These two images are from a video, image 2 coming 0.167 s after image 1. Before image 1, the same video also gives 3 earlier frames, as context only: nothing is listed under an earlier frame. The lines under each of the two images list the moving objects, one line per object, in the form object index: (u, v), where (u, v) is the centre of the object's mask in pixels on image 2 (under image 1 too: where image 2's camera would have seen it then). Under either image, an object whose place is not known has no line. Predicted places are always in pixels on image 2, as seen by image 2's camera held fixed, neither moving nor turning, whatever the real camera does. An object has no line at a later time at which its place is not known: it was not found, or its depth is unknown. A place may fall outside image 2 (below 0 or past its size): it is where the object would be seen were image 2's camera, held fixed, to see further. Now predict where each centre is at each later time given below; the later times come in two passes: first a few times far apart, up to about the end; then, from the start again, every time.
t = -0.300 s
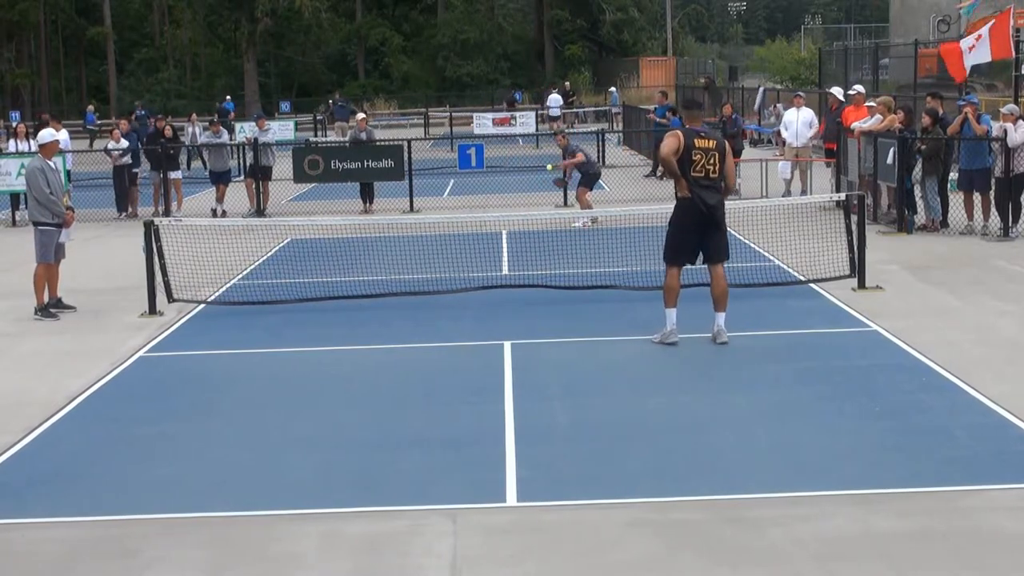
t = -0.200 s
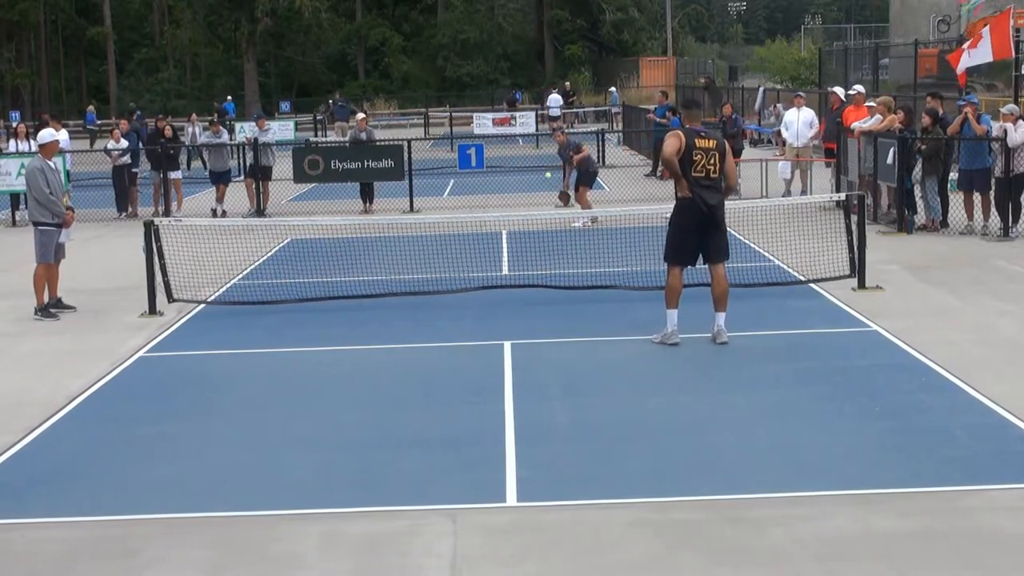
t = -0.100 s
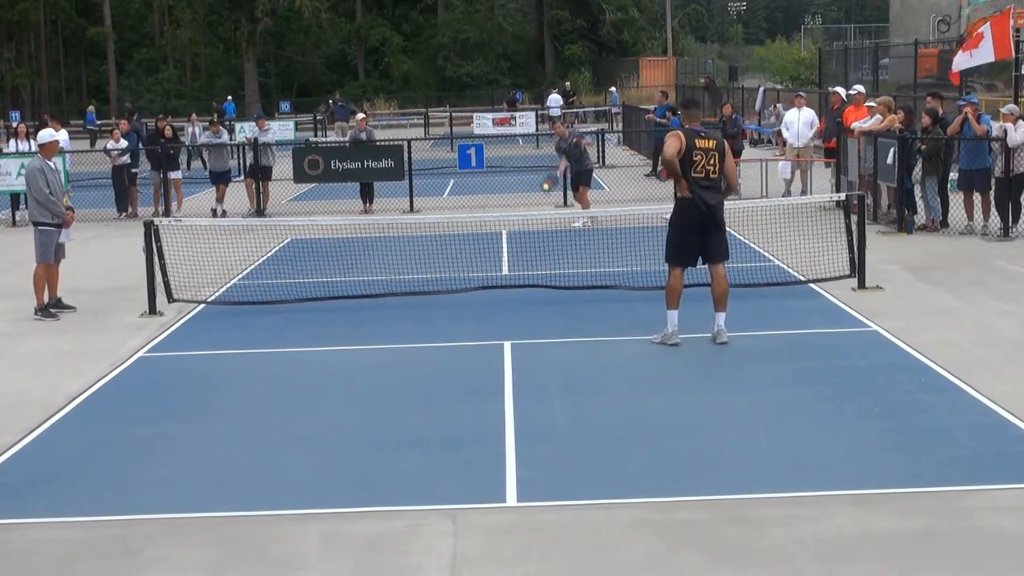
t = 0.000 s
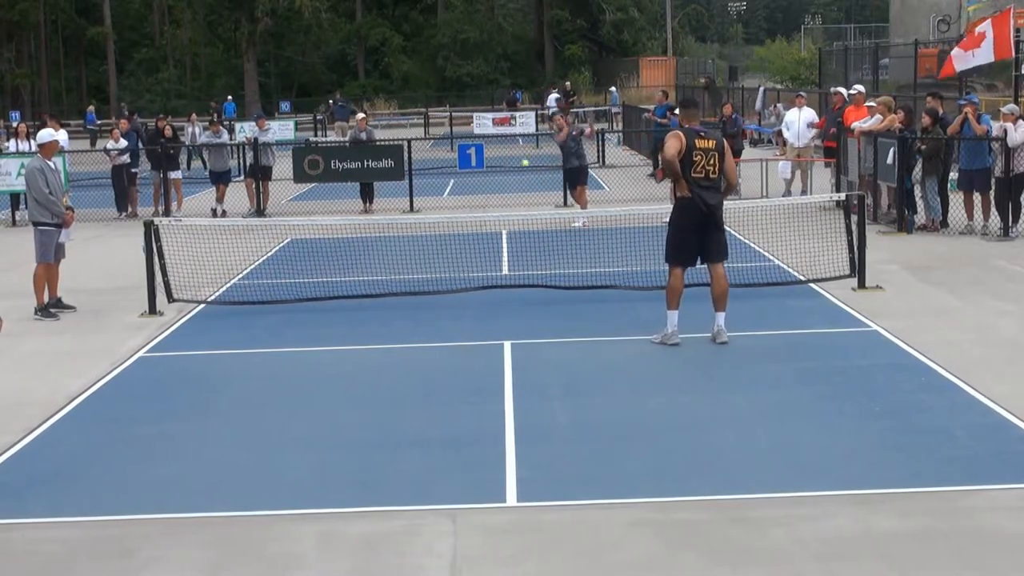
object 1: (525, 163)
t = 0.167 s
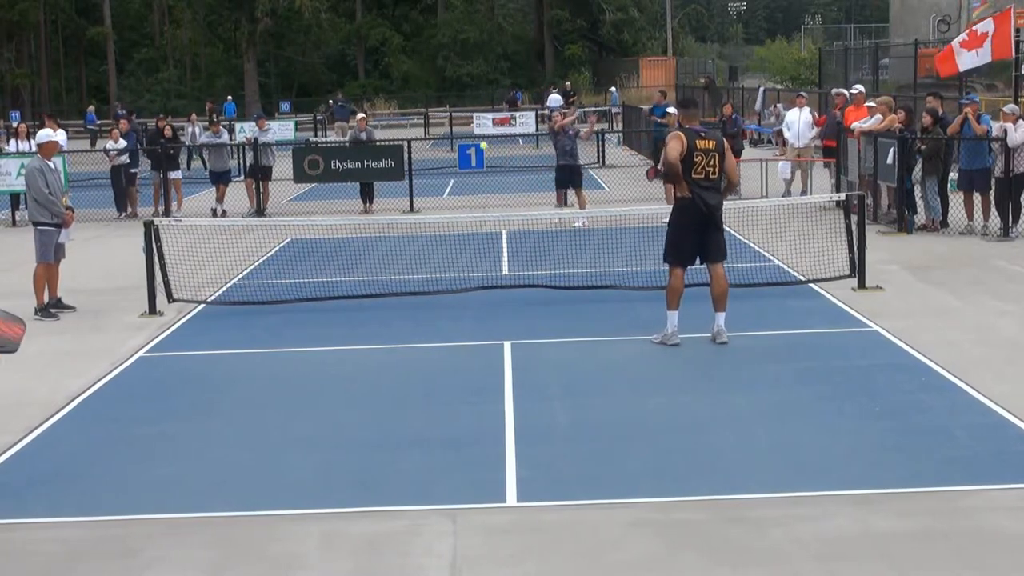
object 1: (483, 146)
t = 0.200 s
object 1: (474, 146)
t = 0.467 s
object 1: (383, 223)
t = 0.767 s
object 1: (240, 401)
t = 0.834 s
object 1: (202, 397)
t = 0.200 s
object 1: (474, 146)
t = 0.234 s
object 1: (464, 149)
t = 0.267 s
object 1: (454, 153)
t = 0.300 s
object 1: (443, 159)
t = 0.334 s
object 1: (432, 167)
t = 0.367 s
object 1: (421, 177)
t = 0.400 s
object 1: (408, 191)
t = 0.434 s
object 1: (397, 205)
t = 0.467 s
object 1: (383, 223)
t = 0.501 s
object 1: (370, 244)
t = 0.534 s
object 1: (355, 268)
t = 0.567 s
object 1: (340, 294)
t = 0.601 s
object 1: (325, 325)
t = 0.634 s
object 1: (309, 360)
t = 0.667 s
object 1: (291, 398)
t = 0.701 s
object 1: (274, 414)
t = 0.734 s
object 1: (258, 406)
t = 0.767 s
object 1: (240, 401)
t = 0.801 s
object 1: (221, 398)
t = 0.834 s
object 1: (202, 397)
